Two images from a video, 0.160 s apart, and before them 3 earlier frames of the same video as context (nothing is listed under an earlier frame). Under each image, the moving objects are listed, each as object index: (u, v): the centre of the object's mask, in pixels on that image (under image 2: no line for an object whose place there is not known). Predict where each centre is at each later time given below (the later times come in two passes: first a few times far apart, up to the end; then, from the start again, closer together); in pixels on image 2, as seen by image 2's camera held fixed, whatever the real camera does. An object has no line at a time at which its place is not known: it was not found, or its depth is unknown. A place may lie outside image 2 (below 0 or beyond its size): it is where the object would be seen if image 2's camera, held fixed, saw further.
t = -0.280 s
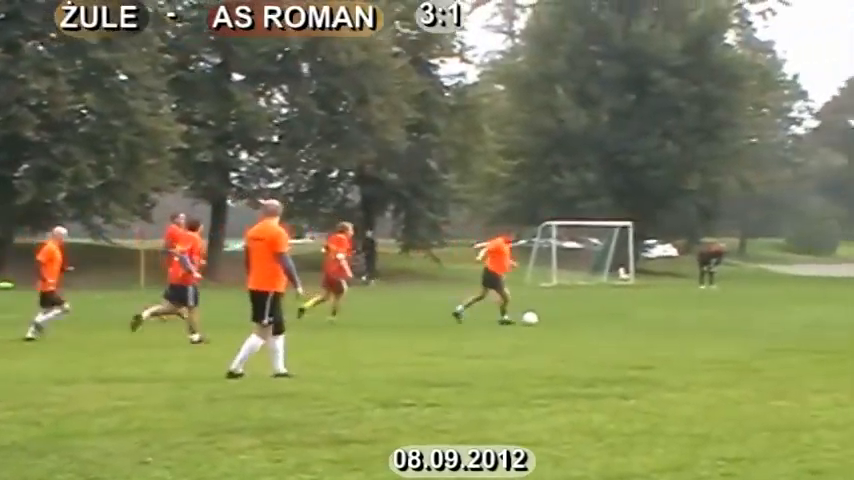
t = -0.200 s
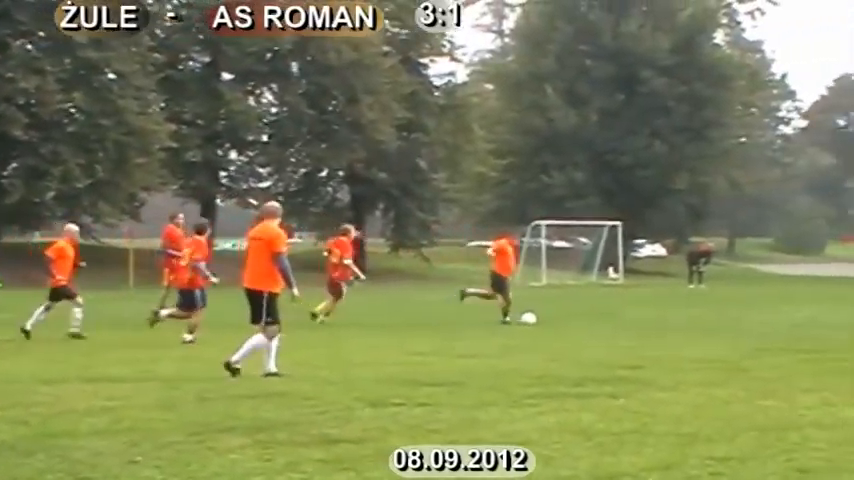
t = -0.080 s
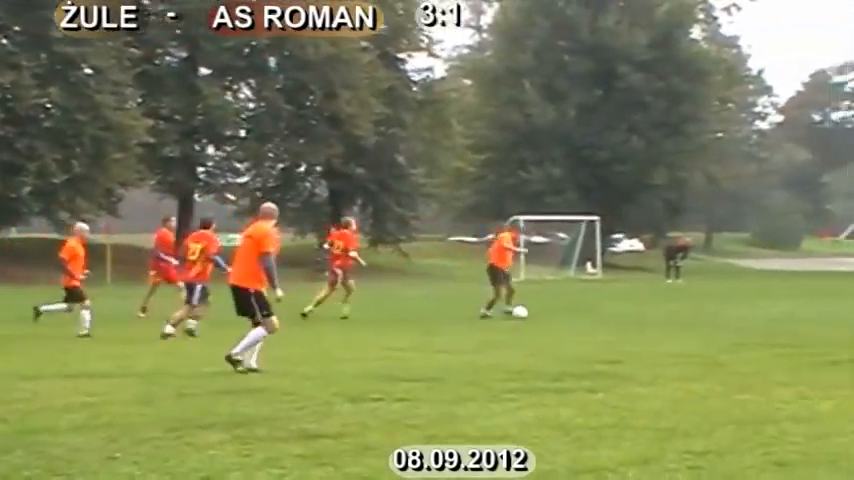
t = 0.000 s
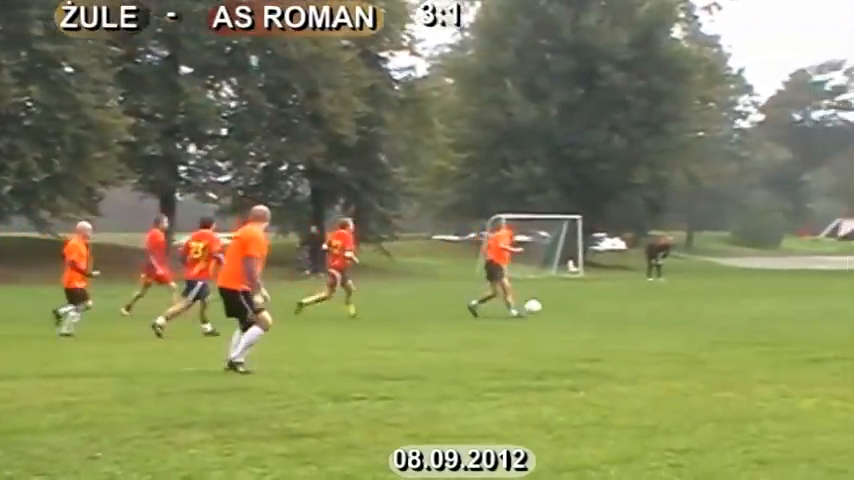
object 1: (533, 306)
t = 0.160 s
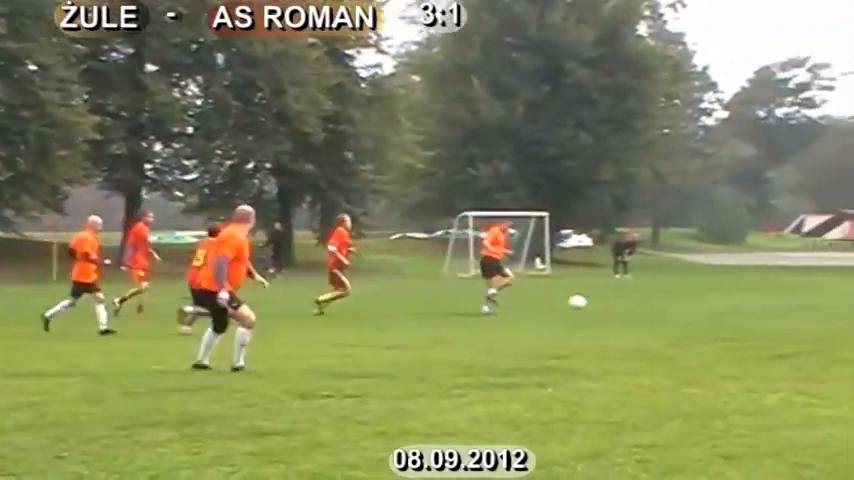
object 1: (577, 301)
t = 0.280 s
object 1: (637, 310)
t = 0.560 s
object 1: (767, 311)
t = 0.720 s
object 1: (844, 324)
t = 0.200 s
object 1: (597, 303)
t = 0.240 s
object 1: (617, 306)
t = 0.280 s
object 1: (637, 310)
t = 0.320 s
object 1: (657, 316)
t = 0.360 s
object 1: (678, 320)
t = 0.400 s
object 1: (695, 317)
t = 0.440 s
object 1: (713, 314)
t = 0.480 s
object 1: (731, 313)
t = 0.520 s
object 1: (748, 312)
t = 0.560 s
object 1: (767, 311)
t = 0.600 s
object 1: (785, 313)
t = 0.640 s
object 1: (804, 315)
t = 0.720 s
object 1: (844, 324)
